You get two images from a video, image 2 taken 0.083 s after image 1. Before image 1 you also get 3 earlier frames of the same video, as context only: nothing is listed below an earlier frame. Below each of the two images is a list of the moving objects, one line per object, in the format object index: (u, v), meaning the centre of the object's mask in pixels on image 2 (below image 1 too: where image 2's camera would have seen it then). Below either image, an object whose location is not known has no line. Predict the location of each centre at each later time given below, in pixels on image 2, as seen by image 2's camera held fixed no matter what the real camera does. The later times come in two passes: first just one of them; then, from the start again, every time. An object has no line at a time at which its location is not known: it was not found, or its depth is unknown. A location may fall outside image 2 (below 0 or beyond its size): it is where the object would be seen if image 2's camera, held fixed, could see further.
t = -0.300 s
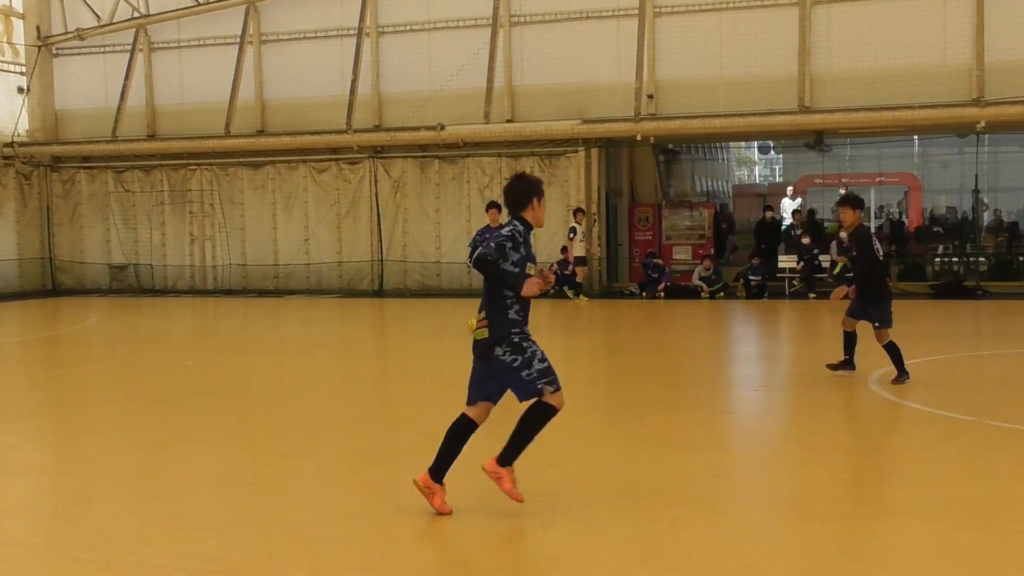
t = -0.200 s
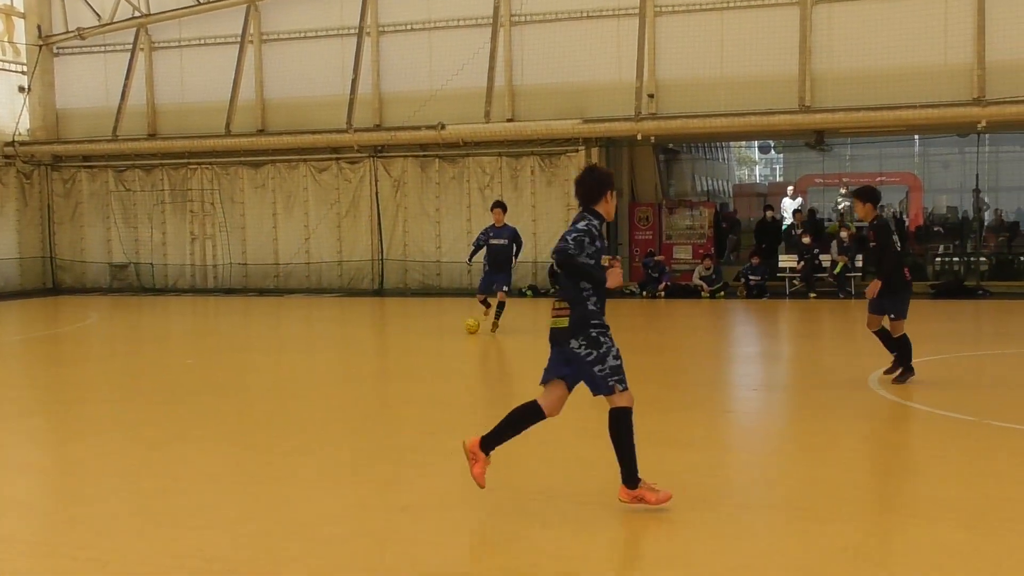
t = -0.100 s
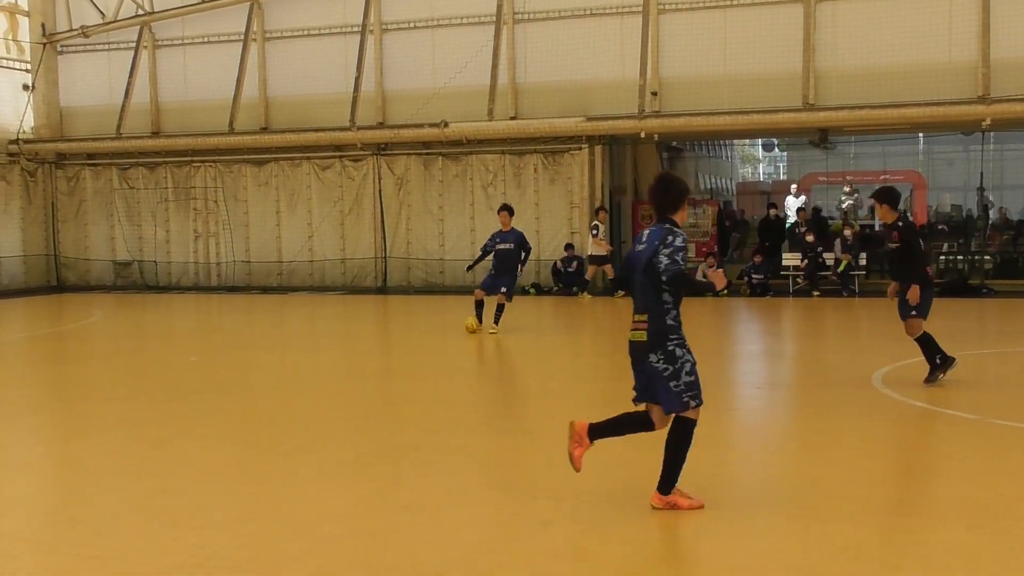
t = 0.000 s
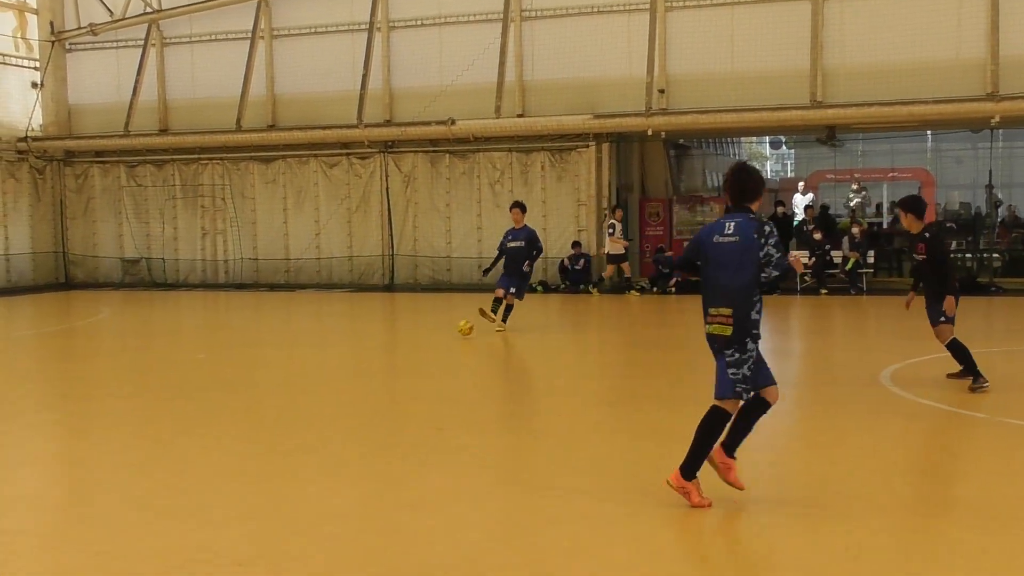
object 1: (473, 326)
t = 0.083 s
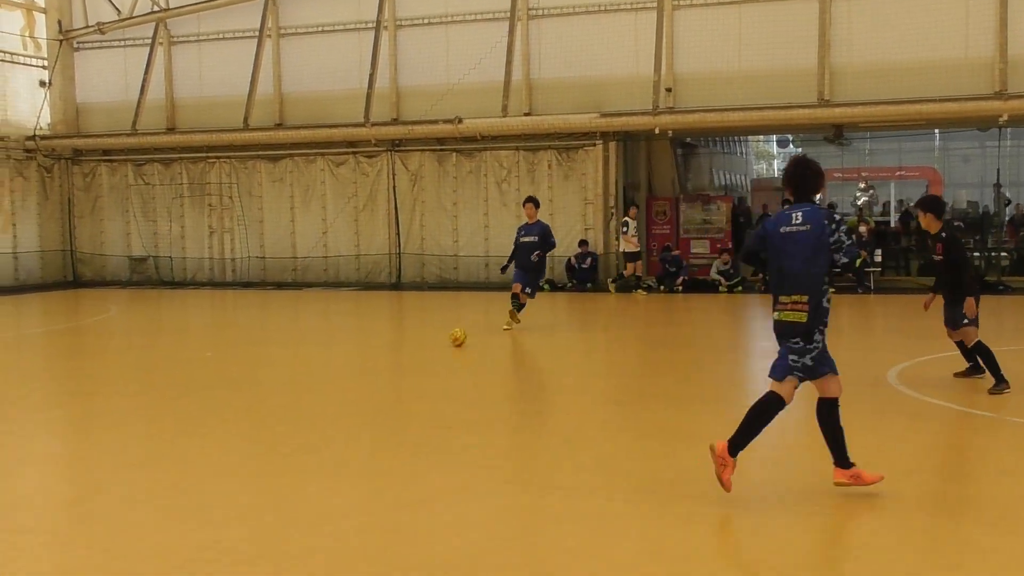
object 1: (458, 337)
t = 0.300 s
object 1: (417, 364)
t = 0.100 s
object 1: (454, 339)
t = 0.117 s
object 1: (451, 340)
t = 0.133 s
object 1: (448, 342)
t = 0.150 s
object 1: (445, 343)
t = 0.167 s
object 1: (442, 346)
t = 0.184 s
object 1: (439, 348)
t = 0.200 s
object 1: (436, 351)
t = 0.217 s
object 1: (432, 353)
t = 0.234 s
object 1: (429, 354)
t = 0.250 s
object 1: (426, 357)
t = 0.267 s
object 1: (423, 359)
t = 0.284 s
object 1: (421, 362)
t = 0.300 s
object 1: (417, 364)
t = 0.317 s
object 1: (413, 366)
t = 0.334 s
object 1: (409, 368)
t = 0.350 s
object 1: (405, 370)
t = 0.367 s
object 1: (400, 372)
